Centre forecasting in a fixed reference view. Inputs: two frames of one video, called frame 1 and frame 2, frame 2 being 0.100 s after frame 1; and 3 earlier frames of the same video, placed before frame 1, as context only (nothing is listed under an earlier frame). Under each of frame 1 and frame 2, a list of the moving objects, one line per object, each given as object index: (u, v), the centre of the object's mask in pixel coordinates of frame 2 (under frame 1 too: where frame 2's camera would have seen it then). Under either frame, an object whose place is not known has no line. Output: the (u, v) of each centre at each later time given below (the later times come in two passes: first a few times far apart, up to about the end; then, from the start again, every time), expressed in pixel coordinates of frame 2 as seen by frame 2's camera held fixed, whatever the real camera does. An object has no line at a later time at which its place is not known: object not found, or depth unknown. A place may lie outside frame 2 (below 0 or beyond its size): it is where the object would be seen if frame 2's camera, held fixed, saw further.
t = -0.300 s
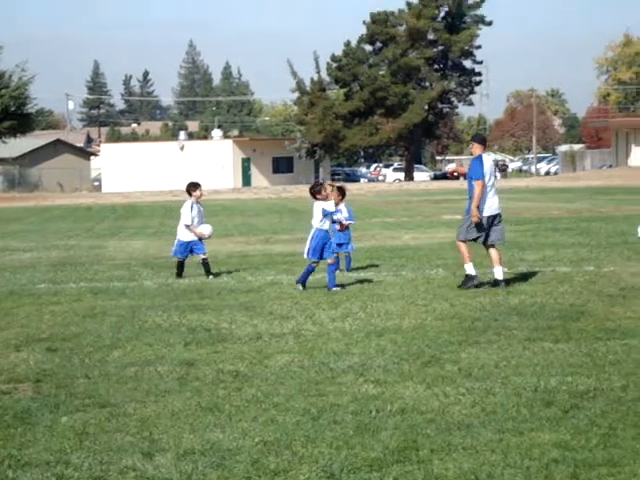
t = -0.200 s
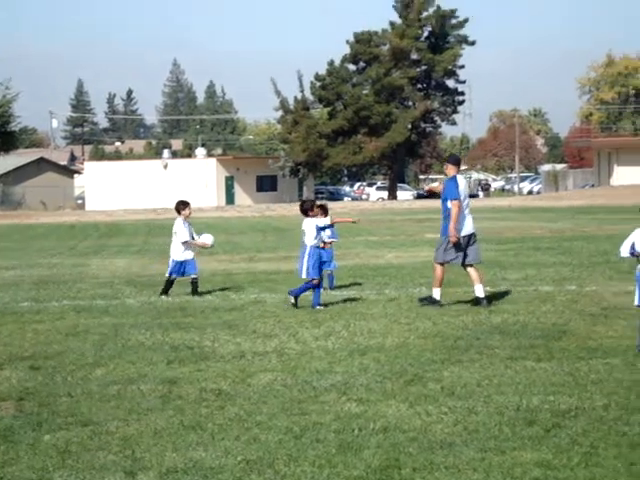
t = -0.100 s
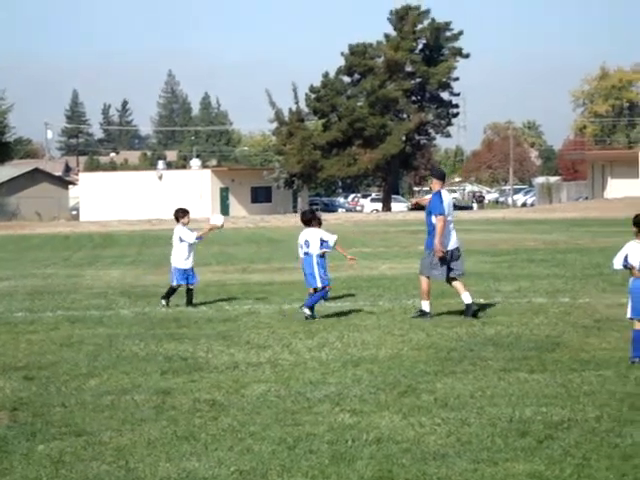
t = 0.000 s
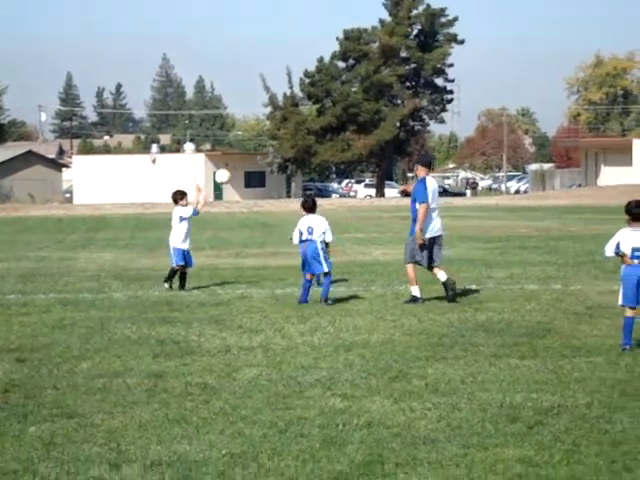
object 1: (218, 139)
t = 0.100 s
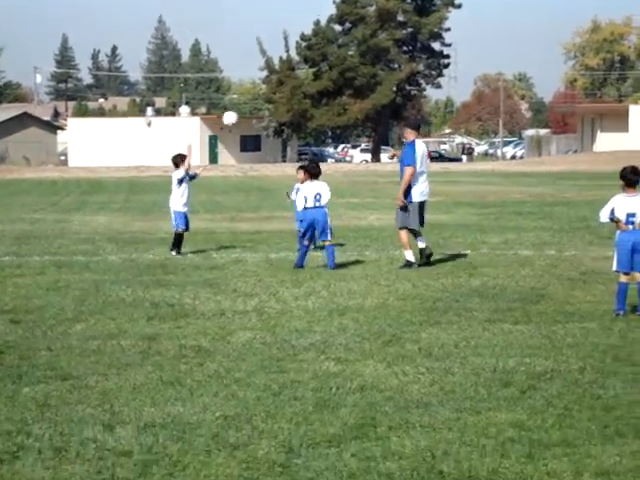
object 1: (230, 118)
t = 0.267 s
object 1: (250, 99)
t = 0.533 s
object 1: (283, 115)
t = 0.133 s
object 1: (233, 112)
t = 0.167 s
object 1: (237, 108)
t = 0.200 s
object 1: (241, 104)
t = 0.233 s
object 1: (245, 101)
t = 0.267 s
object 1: (250, 99)
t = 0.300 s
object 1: (253, 98)
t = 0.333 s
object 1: (258, 98)
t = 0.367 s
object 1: (262, 99)
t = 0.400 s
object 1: (266, 100)
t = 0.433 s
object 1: (270, 103)
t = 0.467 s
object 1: (274, 106)
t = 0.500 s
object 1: (278, 110)
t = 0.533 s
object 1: (283, 115)
